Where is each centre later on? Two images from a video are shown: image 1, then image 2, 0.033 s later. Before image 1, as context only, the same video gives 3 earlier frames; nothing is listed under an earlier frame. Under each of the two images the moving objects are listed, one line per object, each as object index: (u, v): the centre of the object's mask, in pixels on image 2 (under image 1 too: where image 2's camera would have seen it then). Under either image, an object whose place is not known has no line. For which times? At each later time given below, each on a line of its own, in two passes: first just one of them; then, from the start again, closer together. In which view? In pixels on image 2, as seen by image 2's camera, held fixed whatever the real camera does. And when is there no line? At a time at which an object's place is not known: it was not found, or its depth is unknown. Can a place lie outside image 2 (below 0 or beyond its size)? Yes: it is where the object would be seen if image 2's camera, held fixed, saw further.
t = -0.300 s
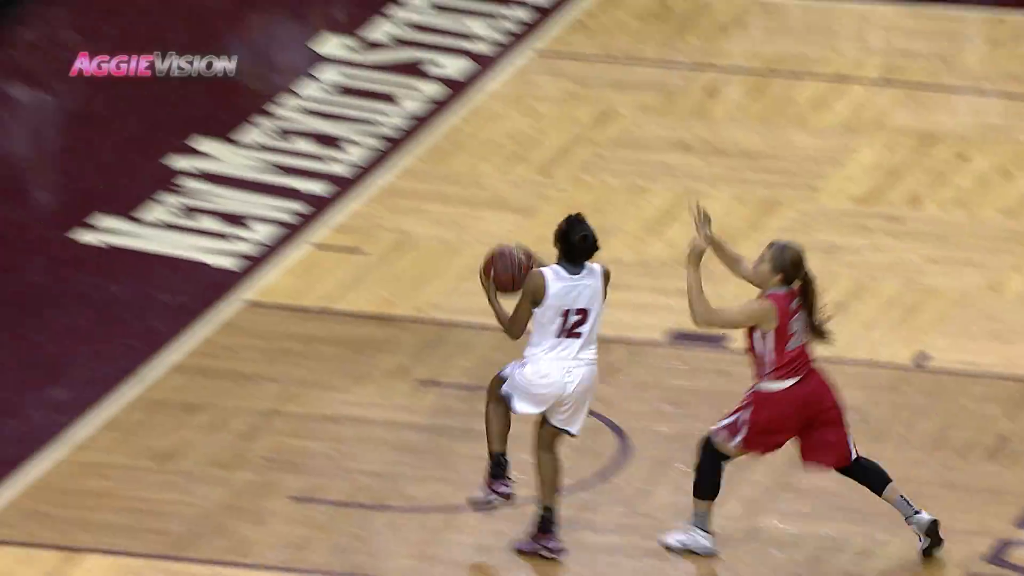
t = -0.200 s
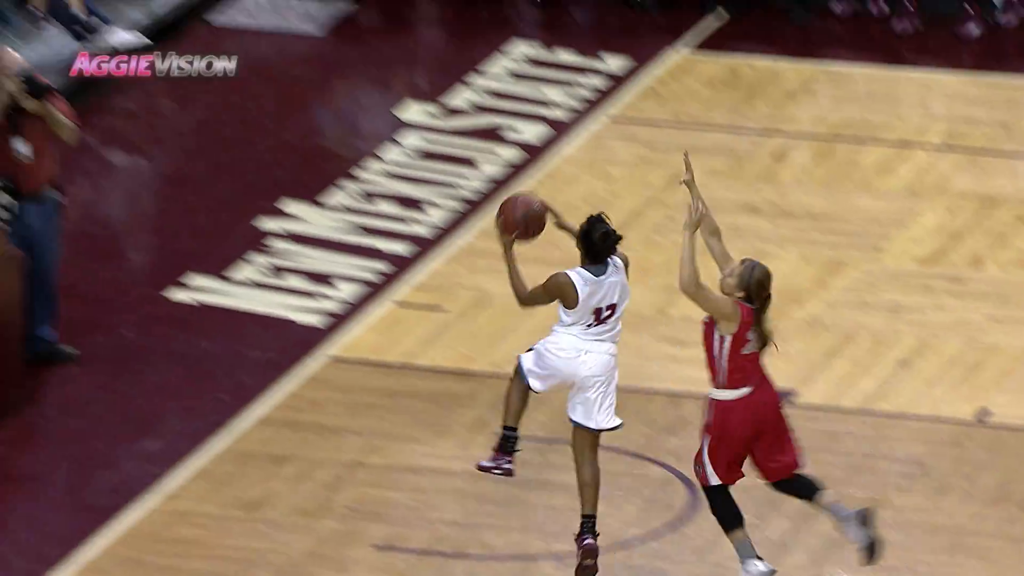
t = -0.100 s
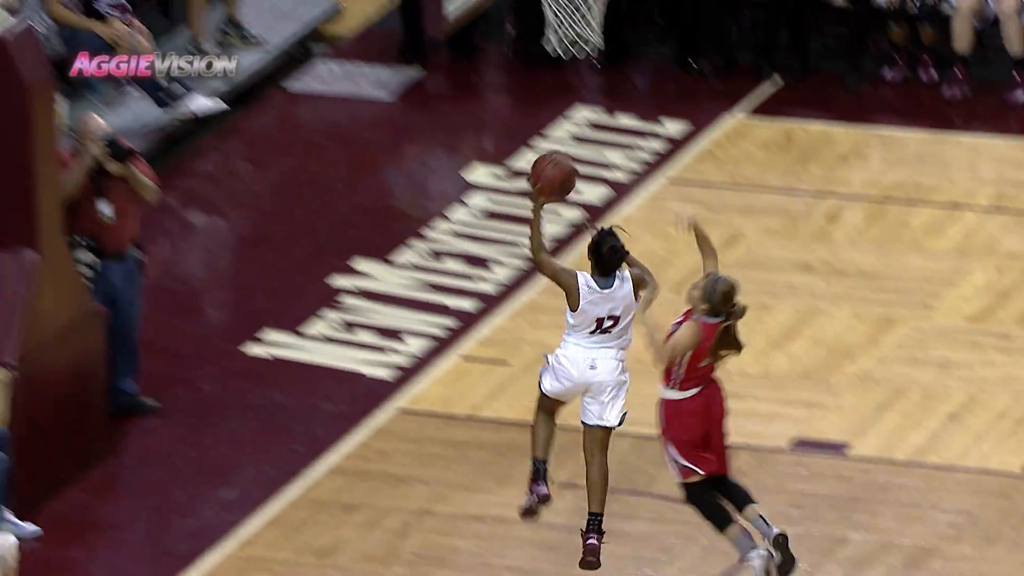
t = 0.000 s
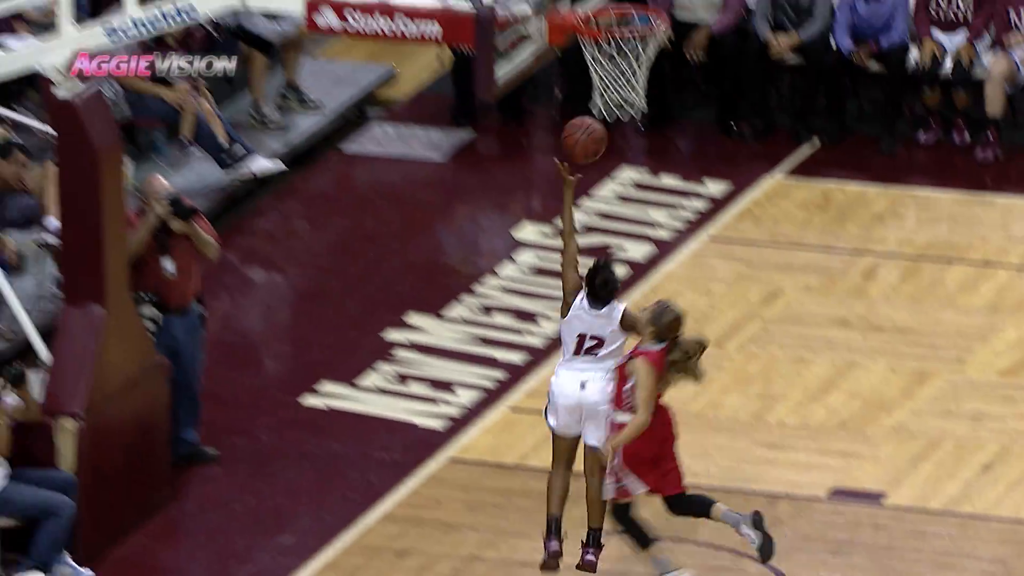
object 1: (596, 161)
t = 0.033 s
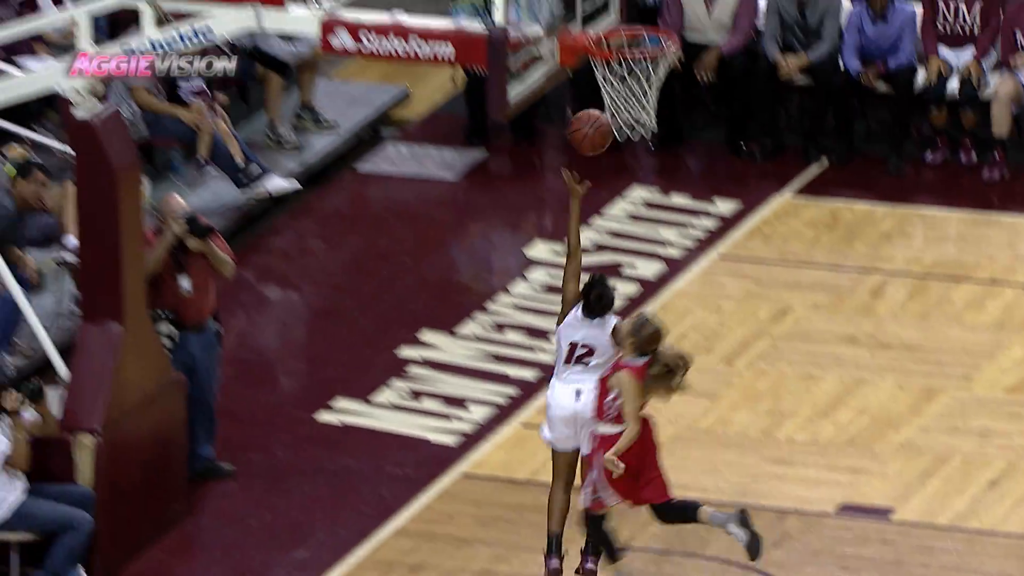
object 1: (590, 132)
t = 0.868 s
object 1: (594, 173)
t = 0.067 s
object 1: (585, 107)
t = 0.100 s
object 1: (581, 86)
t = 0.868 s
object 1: (594, 173)
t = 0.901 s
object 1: (588, 189)
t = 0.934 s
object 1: (584, 208)
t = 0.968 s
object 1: (577, 232)
